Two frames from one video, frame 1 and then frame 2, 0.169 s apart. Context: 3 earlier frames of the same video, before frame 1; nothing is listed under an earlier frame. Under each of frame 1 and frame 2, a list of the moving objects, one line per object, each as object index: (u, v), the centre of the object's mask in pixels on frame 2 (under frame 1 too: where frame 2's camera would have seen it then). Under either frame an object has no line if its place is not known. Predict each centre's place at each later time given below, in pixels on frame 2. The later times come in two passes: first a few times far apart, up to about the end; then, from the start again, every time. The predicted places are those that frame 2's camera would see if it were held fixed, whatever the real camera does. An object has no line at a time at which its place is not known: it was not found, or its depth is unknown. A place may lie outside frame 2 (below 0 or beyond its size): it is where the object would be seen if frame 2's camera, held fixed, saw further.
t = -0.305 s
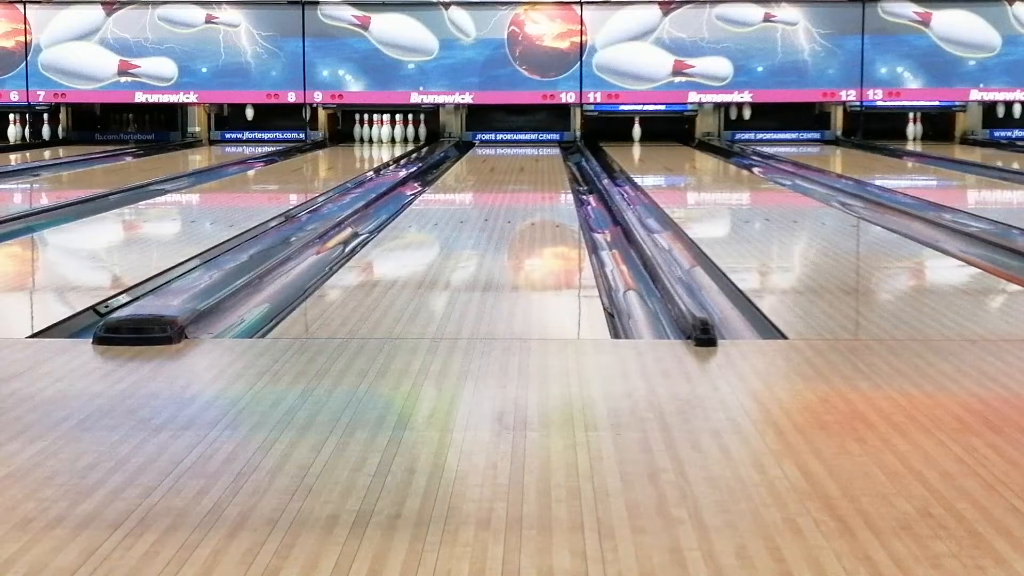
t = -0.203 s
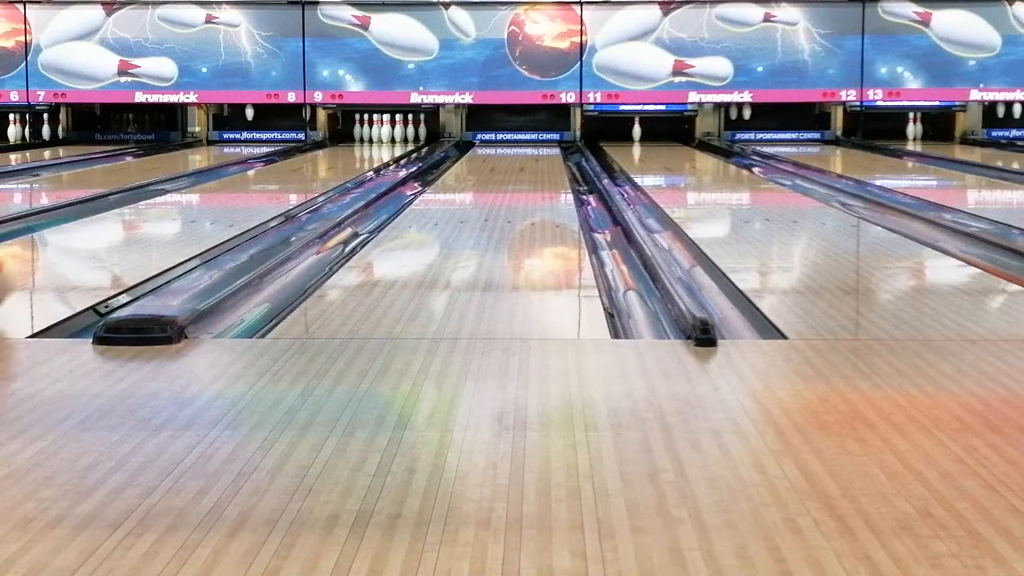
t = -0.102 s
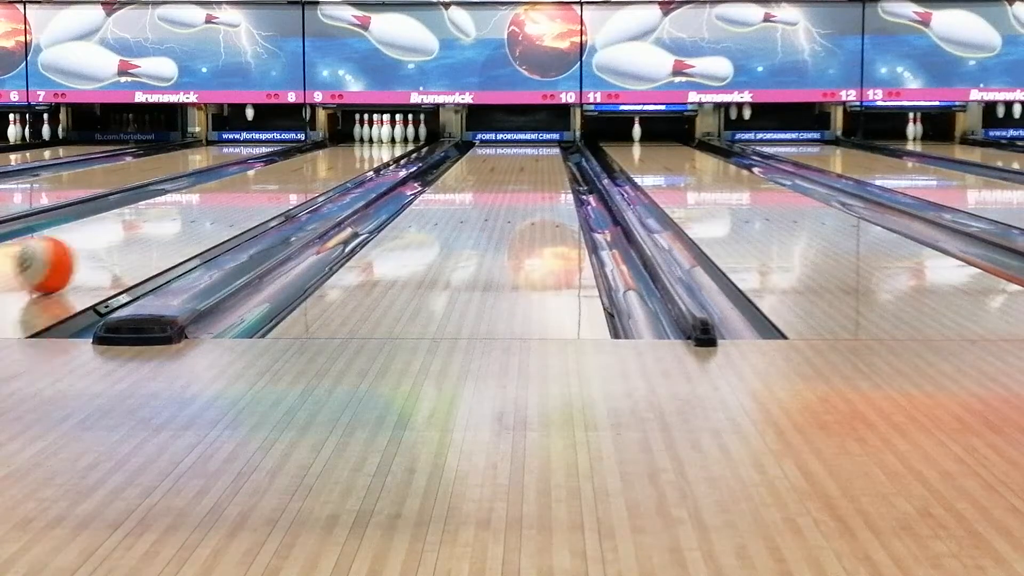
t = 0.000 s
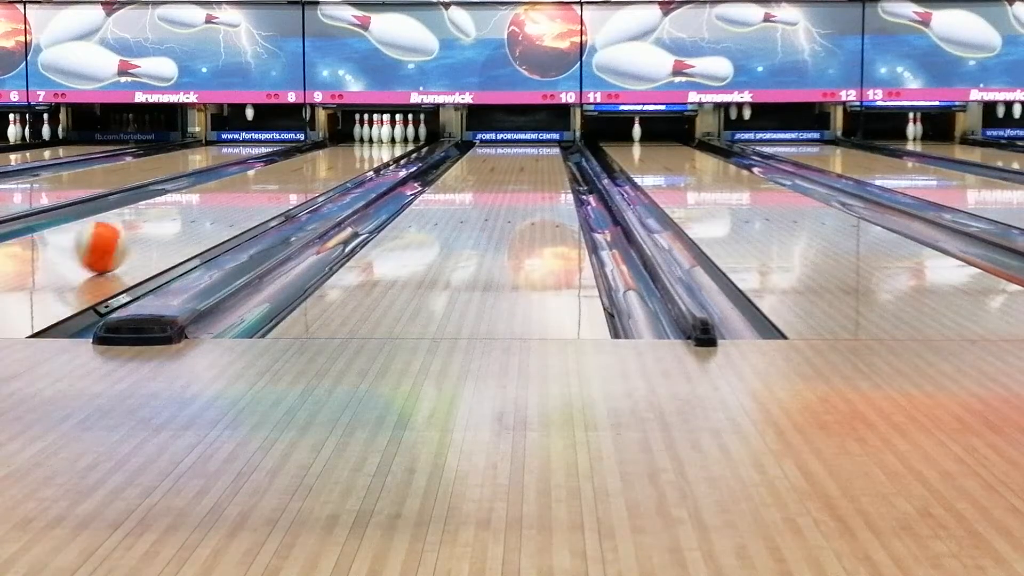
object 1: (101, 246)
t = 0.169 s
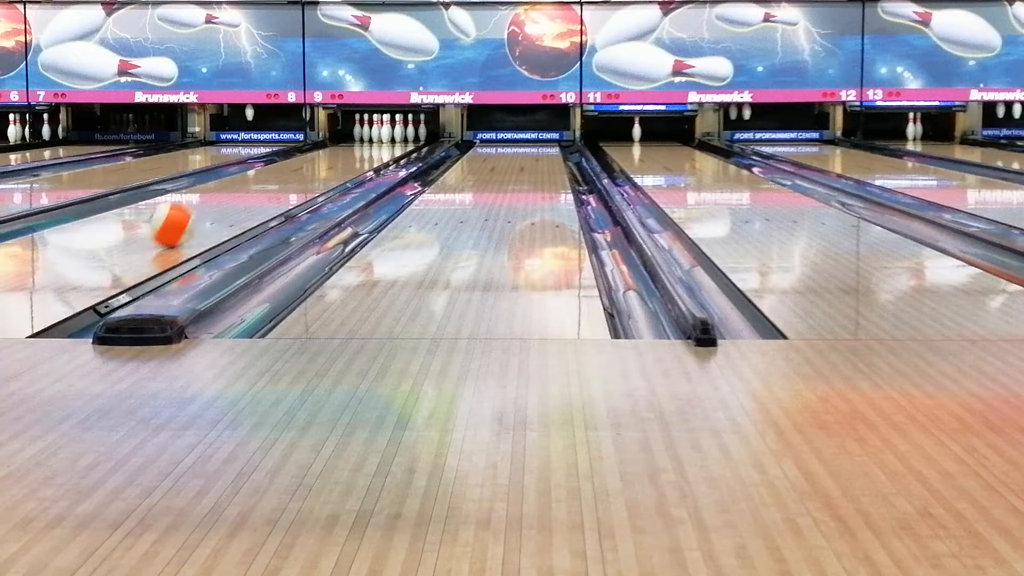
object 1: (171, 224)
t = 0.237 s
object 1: (194, 218)
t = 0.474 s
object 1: (254, 197)
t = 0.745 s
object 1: (301, 181)
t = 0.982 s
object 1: (330, 171)
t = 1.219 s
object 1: (349, 163)
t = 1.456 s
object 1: (362, 156)
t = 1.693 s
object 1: (371, 151)
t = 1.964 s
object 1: (376, 146)
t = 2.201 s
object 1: (379, 142)
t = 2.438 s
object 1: (382, 138)
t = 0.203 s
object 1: (182, 221)
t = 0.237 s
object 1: (194, 218)
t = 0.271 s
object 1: (202, 214)
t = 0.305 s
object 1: (214, 210)
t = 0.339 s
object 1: (222, 207)
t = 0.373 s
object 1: (231, 205)
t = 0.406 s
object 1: (239, 203)
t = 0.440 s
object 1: (247, 199)
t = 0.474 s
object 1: (254, 197)
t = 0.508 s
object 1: (261, 195)
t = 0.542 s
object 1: (267, 192)
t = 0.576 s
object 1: (274, 191)
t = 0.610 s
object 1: (281, 188)
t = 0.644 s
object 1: (286, 187)
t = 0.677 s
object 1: (291, 184)
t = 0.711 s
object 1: (297, 182)
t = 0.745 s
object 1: (301, 181)
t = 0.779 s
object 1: (306, 179)
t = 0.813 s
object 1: (310, 178)
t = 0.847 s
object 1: (314, 176)
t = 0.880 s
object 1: (319, 174)
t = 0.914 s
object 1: (322, 173)
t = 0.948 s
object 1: (326, 172)
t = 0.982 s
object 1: (330, 171)
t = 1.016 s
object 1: (333, 169)
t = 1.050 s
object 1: (336, 168)
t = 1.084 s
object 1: (339, 167)
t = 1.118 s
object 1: (342, 166)
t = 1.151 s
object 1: (345, 165)
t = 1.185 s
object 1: (346, 163)
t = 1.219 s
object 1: (349, 163)
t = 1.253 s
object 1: (351, 161)
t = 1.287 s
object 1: (354, 160)
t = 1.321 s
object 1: (355, 159)
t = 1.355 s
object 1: (358, 159)
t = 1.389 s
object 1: (359, 158)
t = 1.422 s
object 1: (361, 157)
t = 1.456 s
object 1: (362, 156)
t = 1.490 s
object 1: (363, 155)
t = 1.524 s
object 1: (365, 154)
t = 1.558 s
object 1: (366, 153)
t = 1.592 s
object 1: (368, 153)
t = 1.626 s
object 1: (368, 152)
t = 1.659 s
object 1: (370, 151)
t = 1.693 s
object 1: (371, 151)
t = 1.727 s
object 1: (372, 150)
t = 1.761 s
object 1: (373, 149)
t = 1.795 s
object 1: (373, 149)
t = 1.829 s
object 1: (373, 148)
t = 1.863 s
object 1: (373, 148)
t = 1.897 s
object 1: (374, 148)
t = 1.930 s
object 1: (376, 146)
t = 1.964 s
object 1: (376, 146)
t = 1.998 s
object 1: (376, 145)
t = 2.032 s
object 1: (377, 145)
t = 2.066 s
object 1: (378, 144)
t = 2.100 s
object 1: (378, 143)
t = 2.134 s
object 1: (379, 143)
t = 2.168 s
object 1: (379, 142)
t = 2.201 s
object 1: (379, 142)
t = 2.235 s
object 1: (380, 141)
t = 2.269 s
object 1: (380, 141)
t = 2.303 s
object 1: (380, 140)
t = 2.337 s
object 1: (381, 140)
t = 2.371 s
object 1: (382, 139)
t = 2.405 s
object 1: (381, 139)
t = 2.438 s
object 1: (382, 138)
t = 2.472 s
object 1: (383, 138)
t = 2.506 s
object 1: (383, 137)
